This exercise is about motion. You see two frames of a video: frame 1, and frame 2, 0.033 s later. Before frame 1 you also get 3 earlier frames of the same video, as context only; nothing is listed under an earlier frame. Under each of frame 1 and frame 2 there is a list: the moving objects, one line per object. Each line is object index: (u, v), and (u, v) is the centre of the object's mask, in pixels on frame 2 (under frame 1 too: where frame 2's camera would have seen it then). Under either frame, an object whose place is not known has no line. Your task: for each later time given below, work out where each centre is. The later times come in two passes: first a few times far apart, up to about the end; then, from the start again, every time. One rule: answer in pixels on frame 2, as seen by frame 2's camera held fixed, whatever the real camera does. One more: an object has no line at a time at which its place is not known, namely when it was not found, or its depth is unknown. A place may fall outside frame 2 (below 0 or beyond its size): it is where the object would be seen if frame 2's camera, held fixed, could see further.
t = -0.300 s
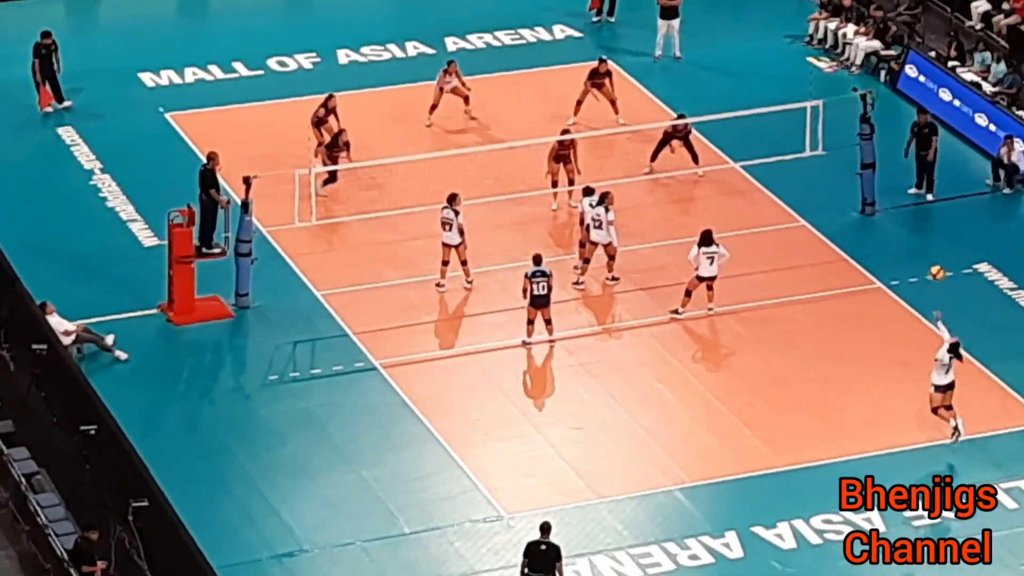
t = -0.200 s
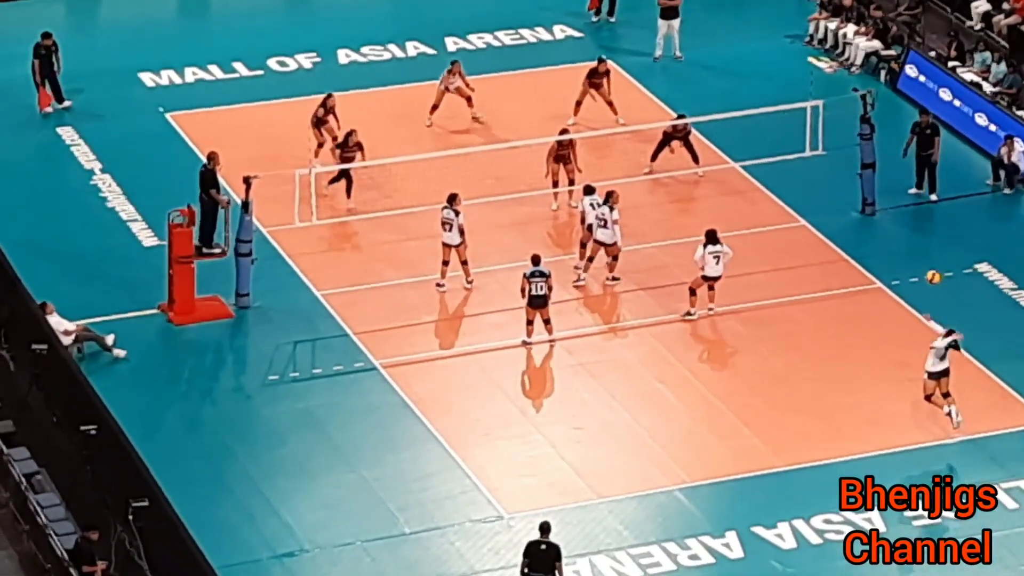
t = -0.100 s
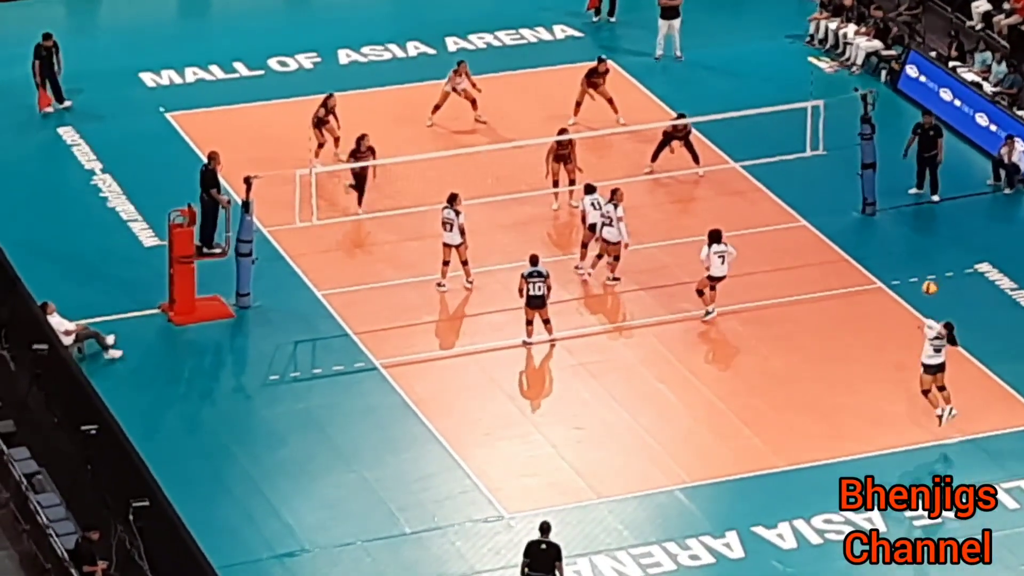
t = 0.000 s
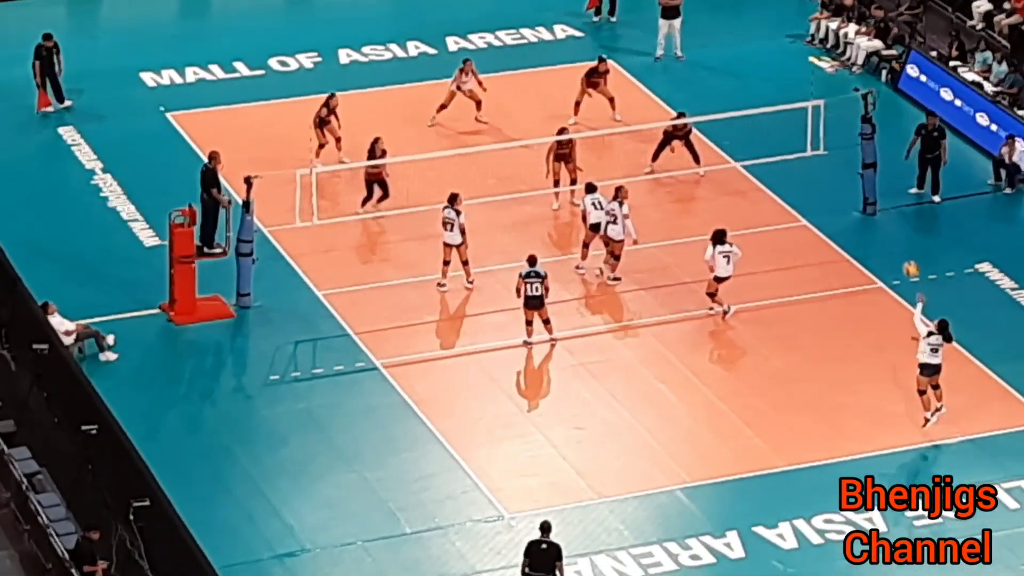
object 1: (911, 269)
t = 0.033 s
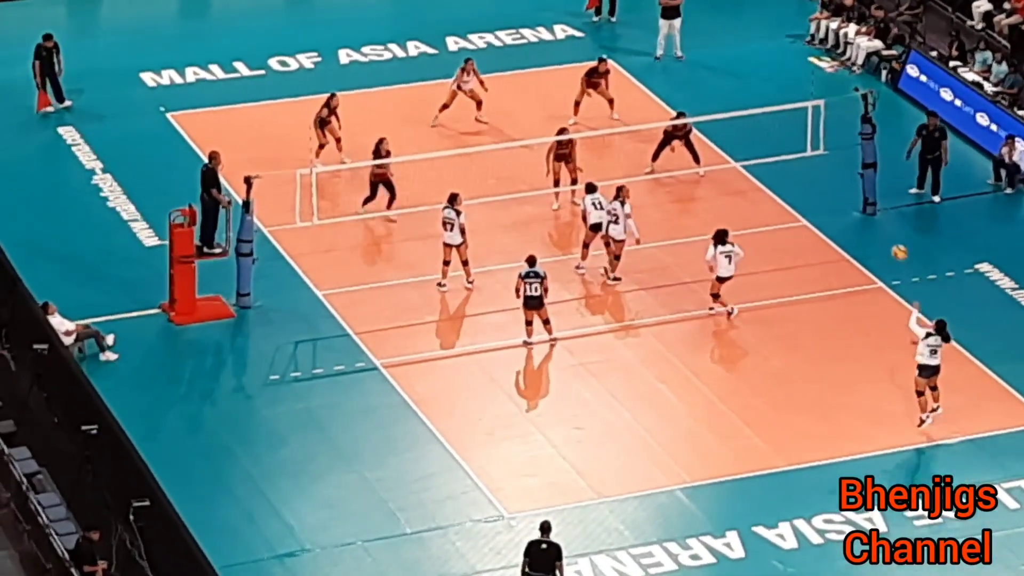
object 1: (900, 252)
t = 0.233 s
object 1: (837, 169)
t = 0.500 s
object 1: (766, 103)
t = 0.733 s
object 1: (716, 85)
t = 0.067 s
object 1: (888, 237)
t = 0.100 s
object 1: (878, 221)
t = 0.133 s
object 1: (868, 207)
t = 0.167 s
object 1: (857, 193)
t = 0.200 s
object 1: (847, 181)
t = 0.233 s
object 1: (837, 169)
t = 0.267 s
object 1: (828, 159)
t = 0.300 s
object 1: (818, 148)
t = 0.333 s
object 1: (809, 139)
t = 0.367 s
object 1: (799, 131)
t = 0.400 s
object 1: (791, 123)
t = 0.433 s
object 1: (782, 116)
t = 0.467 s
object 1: (774, 110)
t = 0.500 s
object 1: (766, 103)
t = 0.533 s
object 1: (758, 99)
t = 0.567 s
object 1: (750, 95)
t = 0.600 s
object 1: (743, 92)
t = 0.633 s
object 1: (736, 89)
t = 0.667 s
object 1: (729, 87)
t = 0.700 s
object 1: (723, 86)
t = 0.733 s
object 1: (716, 85)
